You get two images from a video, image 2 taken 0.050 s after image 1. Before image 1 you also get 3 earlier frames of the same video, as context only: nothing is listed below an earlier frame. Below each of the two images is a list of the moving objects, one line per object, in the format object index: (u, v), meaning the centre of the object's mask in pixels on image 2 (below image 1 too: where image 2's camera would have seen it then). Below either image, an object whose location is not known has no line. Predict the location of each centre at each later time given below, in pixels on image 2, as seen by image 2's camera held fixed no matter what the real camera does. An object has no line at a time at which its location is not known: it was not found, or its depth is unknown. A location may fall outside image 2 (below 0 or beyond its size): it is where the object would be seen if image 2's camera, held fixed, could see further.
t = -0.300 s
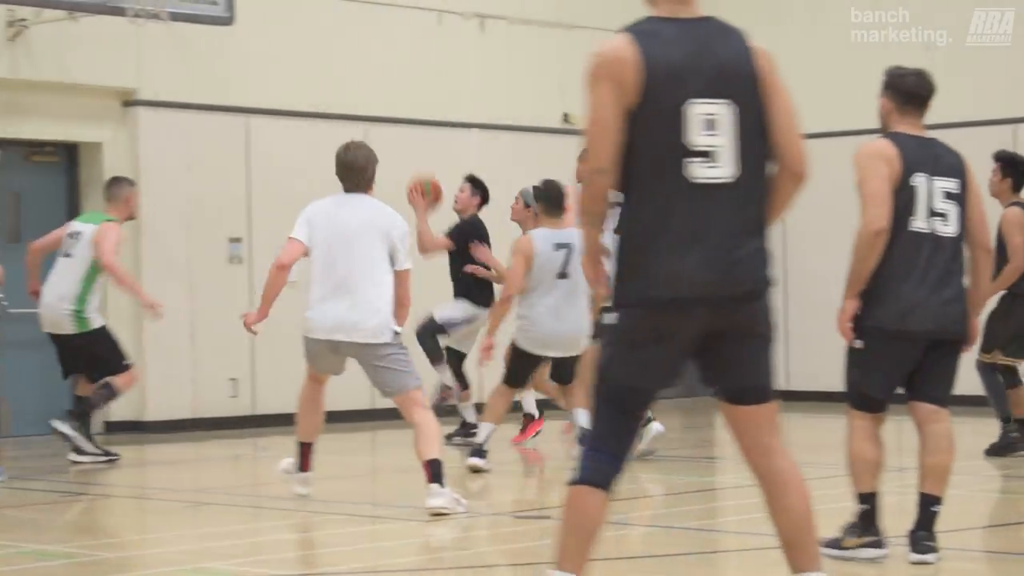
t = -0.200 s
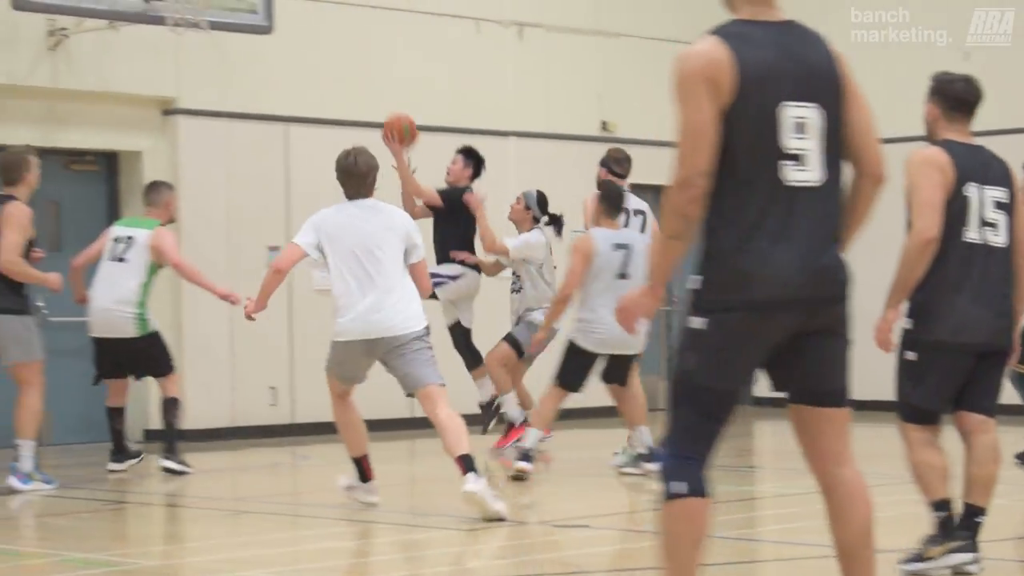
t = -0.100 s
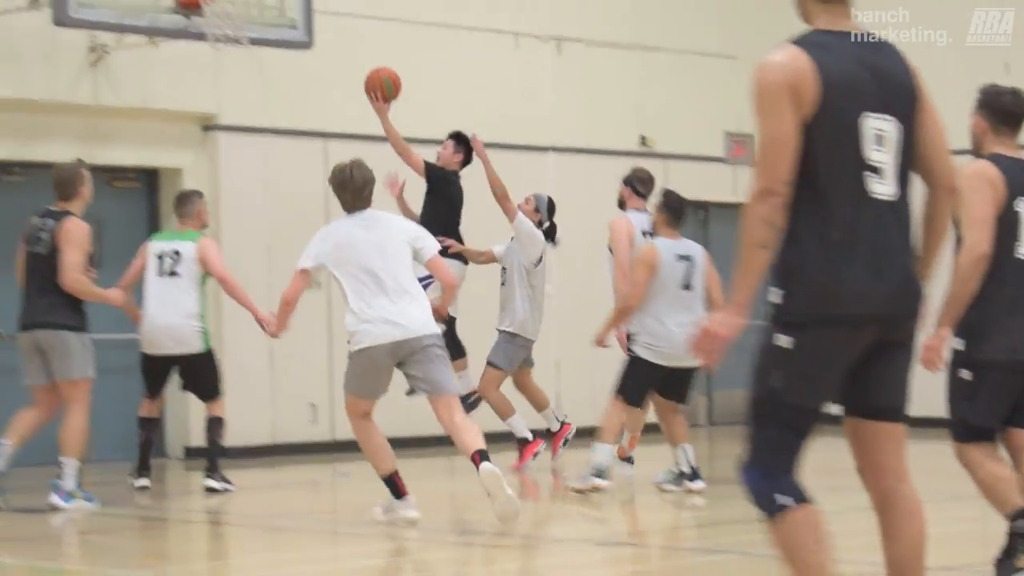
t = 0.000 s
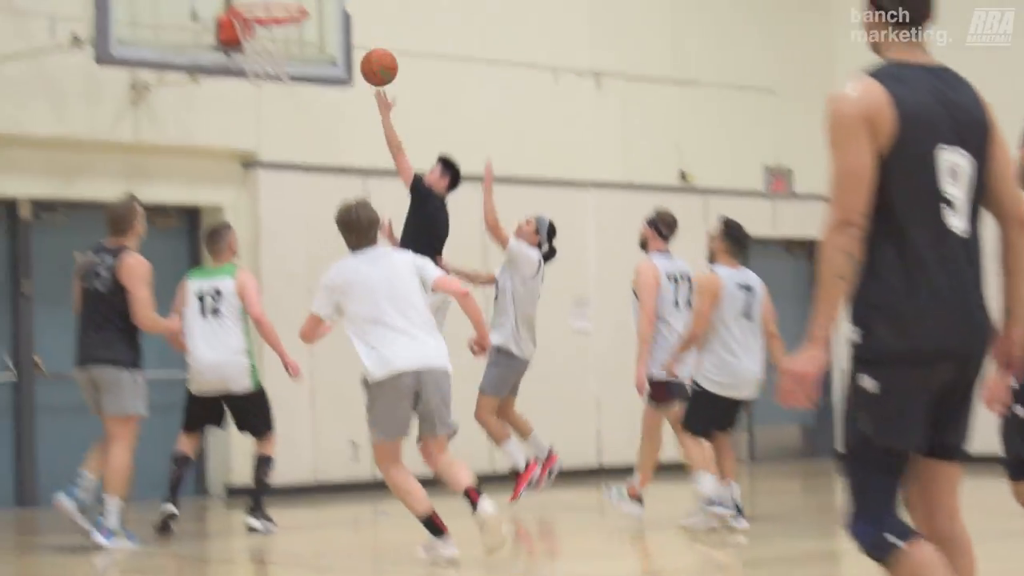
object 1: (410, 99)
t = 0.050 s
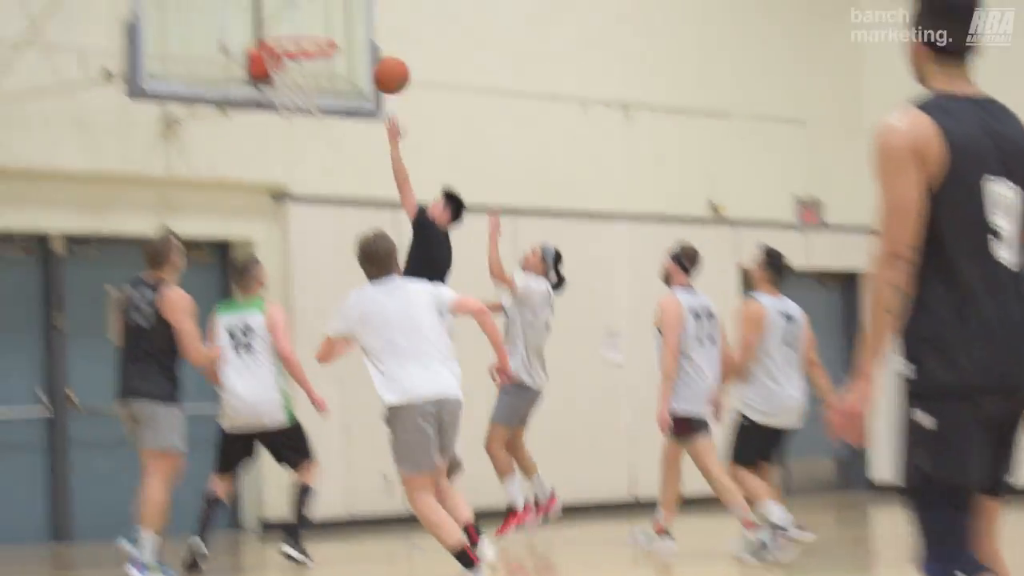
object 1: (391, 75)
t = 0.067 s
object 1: (385, 67)
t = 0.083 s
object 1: (378, 61)
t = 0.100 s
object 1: (373, 55)
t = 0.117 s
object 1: (367, 48)
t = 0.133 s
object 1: (361, 43)
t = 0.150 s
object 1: (355, 38)
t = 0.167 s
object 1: (349, 32)
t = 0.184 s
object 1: (343, 28)
